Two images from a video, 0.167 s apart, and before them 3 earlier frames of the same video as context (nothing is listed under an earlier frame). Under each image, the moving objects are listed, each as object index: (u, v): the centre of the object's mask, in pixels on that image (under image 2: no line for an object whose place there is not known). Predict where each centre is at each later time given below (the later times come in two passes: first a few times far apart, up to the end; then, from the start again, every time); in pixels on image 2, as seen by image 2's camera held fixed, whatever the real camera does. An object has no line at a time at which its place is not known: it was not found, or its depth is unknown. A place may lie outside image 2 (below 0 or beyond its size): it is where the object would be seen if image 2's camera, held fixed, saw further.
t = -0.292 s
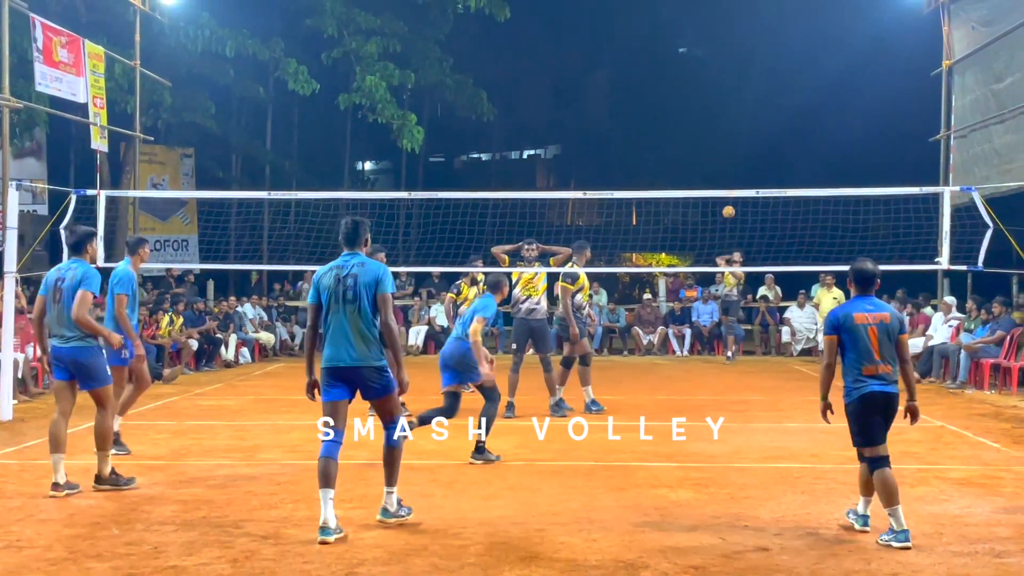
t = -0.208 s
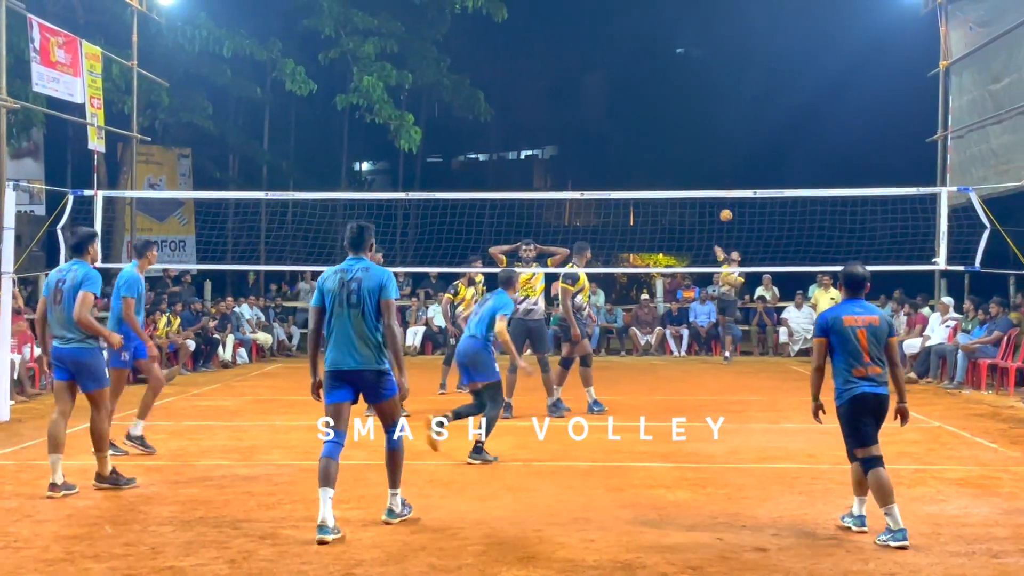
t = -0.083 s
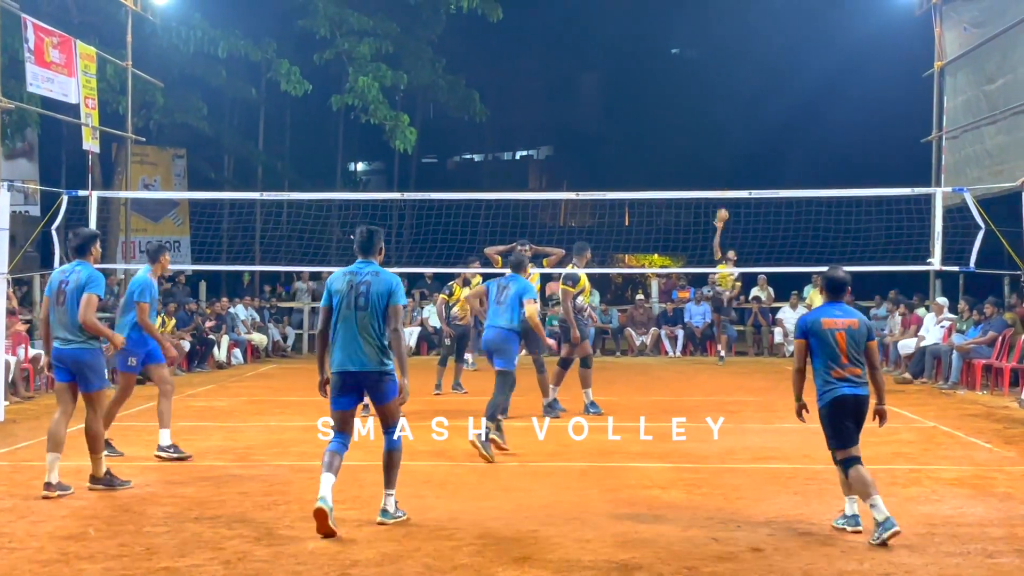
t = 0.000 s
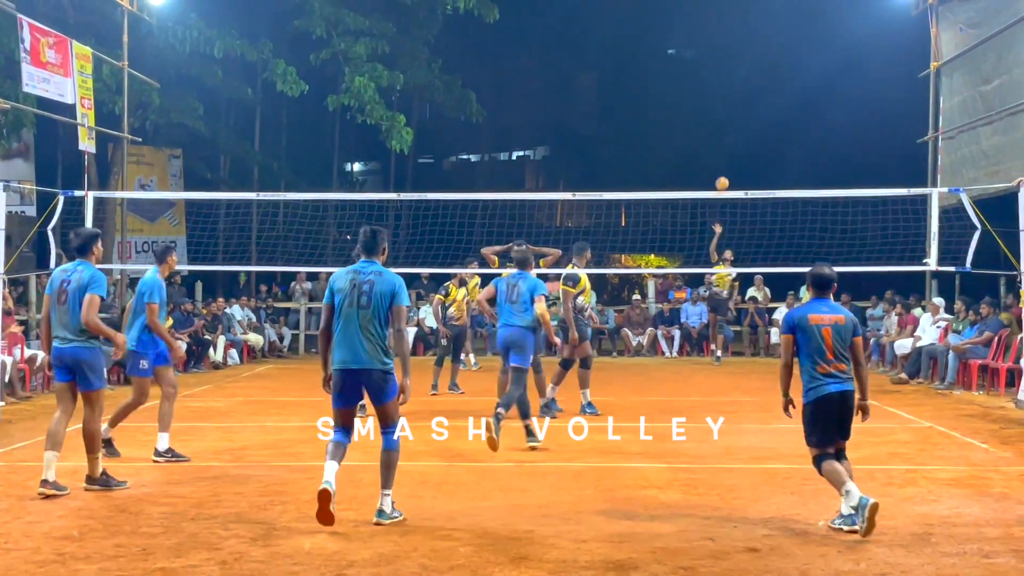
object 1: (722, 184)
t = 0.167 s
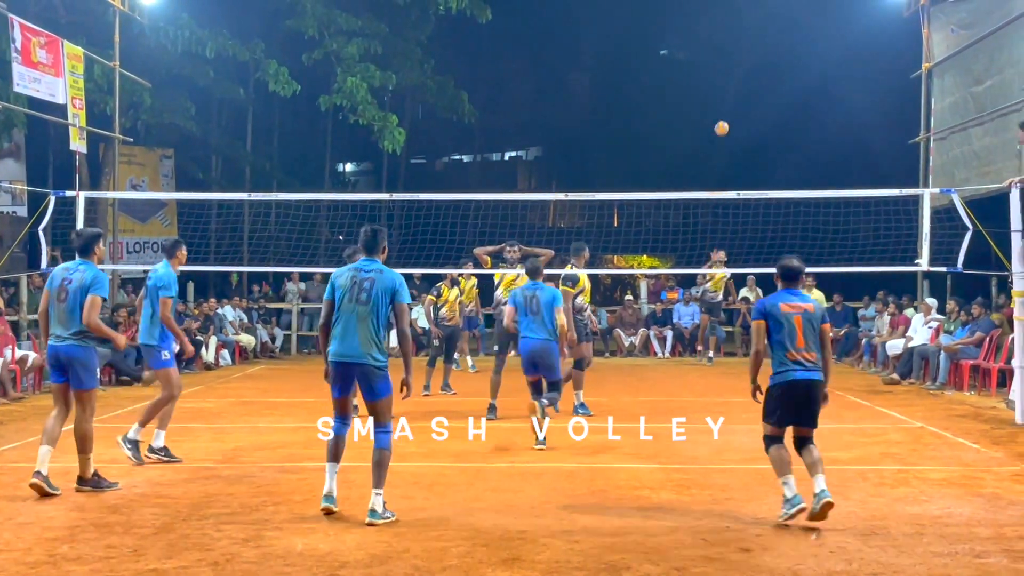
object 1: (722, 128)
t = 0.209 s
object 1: (723, 119)
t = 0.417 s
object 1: (733, 73)
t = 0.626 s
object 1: (749, 58)
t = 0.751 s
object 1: (761, 64)
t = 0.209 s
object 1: (723, 119)
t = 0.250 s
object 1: (725, 106)
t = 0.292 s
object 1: (726, 98)
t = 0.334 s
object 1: (728, 87)
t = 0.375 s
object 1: (730, 81)
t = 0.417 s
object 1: (733, 73)
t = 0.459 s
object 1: (736, 68)
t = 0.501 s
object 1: (739, 63)
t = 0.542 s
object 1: (742, 60)
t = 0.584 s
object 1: (746, 58)
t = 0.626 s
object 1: (749, 58)
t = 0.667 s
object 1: (753, 58)
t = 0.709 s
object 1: (756, 60)
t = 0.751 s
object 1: (761, 64)
